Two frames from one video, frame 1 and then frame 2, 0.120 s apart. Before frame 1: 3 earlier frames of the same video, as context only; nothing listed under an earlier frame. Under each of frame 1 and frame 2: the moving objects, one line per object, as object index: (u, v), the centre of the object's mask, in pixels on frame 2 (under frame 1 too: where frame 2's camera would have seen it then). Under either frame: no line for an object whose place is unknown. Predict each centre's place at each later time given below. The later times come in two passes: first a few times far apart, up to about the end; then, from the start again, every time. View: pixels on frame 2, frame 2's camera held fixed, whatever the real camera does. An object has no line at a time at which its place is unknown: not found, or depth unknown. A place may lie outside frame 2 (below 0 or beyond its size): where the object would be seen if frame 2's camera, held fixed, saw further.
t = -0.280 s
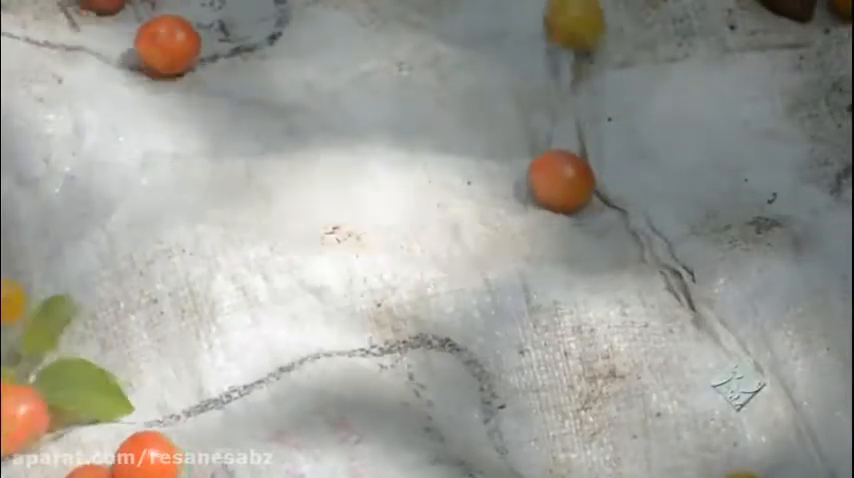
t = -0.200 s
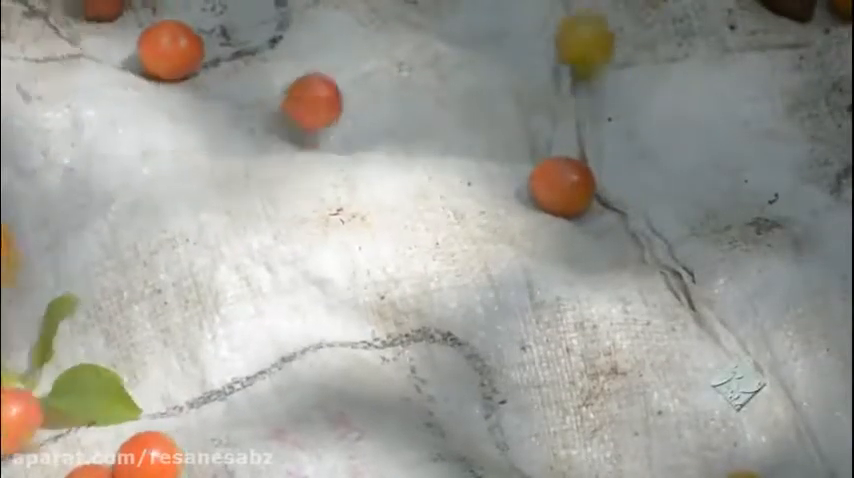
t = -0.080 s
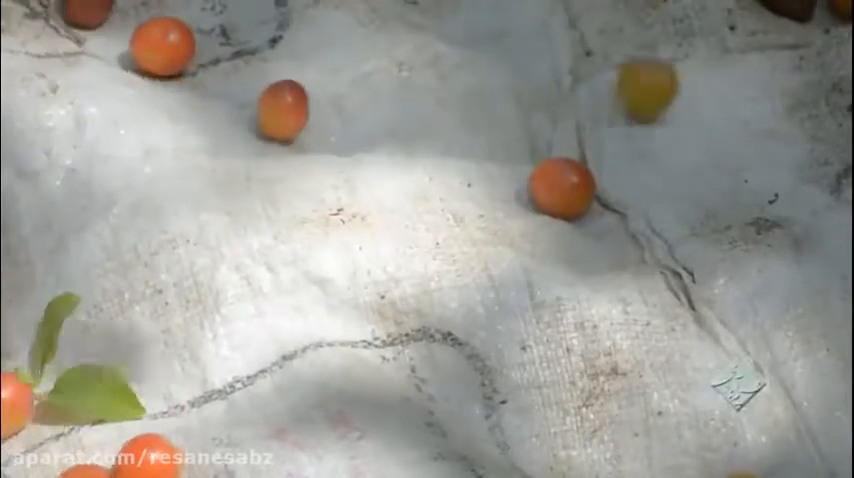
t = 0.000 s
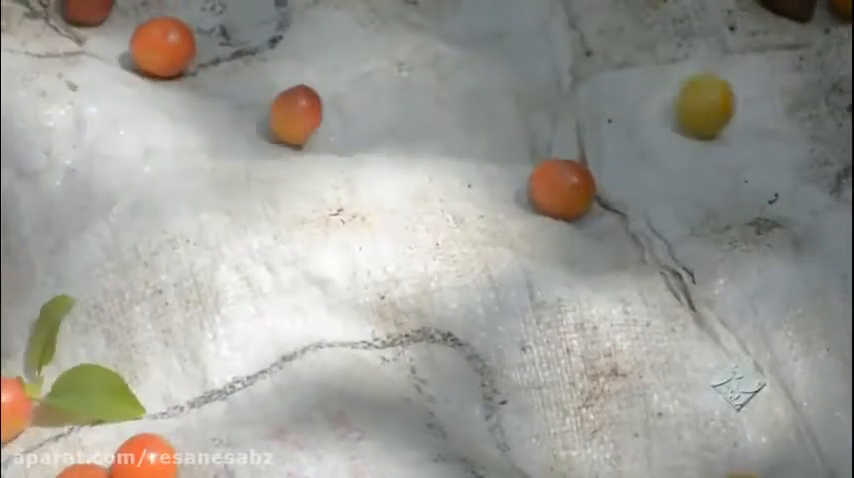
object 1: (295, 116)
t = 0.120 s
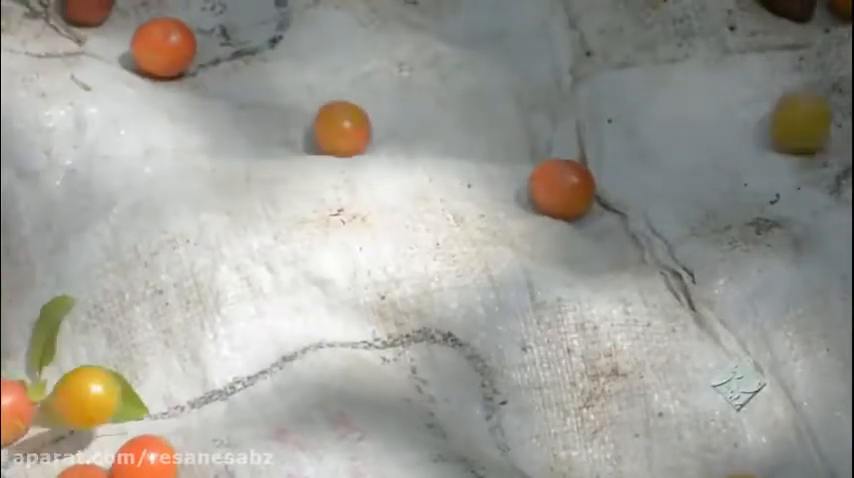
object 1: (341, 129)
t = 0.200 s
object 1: (347, 117)
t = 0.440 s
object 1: (339, 124)
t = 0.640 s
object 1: (338, 125)
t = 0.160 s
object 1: (348, 123)
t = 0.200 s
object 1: (347, 117)
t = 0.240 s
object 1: (344, 114)
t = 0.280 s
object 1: (341, 114)
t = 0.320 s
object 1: (341, 116)
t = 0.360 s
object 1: (342, 119)
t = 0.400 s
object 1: (342, 121)
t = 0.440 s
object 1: (339, 124)
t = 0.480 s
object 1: (337, 125)
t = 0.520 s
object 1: (337, 125)
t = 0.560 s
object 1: (338, 125)
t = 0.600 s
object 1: (338, 125)
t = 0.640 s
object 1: (338, 125)
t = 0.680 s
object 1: (338, 125)
